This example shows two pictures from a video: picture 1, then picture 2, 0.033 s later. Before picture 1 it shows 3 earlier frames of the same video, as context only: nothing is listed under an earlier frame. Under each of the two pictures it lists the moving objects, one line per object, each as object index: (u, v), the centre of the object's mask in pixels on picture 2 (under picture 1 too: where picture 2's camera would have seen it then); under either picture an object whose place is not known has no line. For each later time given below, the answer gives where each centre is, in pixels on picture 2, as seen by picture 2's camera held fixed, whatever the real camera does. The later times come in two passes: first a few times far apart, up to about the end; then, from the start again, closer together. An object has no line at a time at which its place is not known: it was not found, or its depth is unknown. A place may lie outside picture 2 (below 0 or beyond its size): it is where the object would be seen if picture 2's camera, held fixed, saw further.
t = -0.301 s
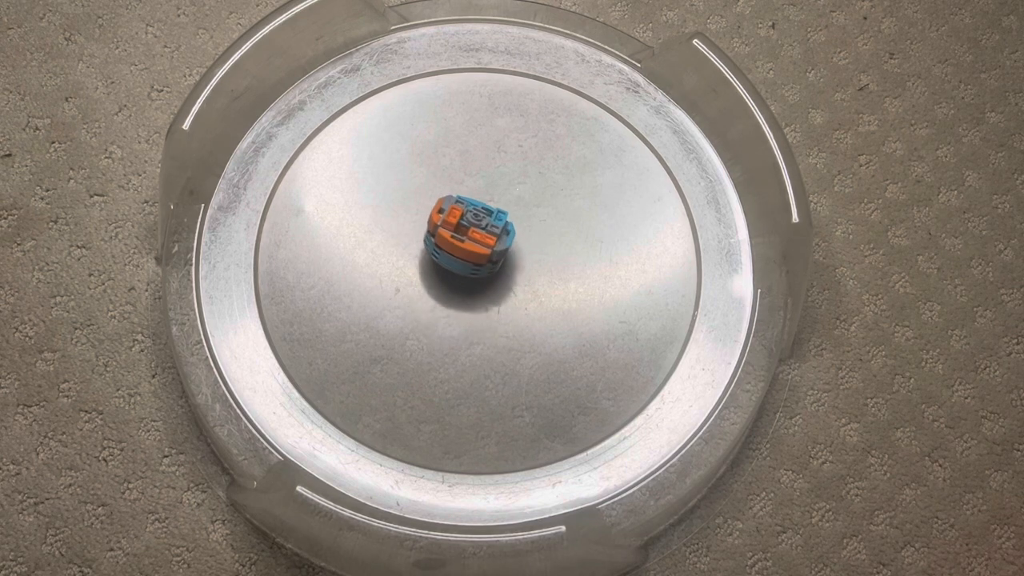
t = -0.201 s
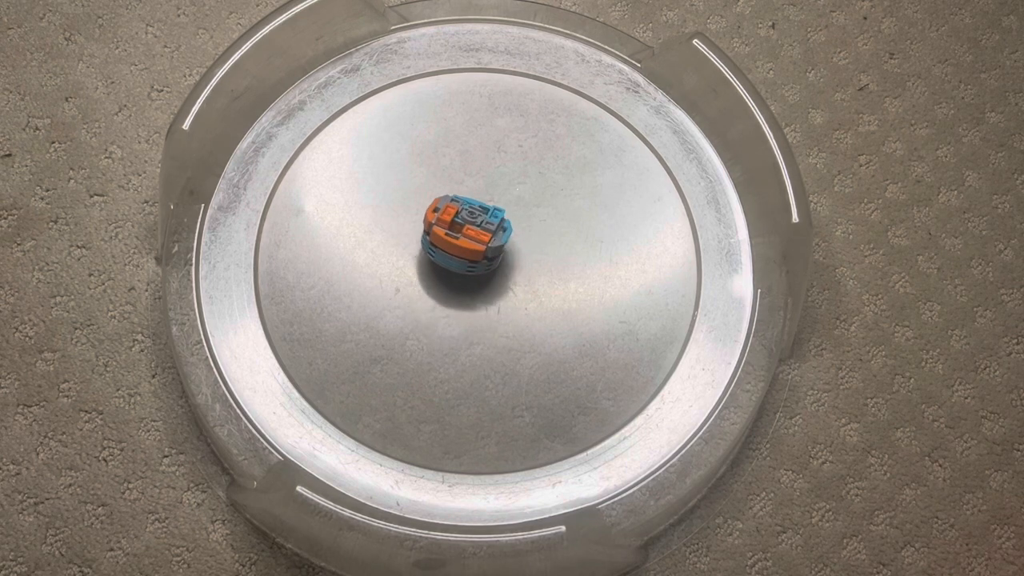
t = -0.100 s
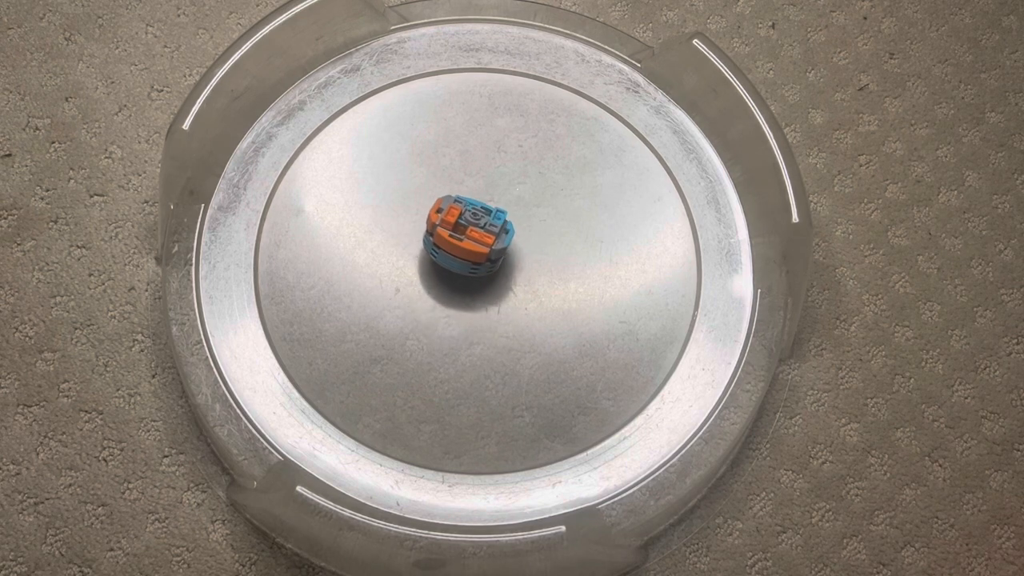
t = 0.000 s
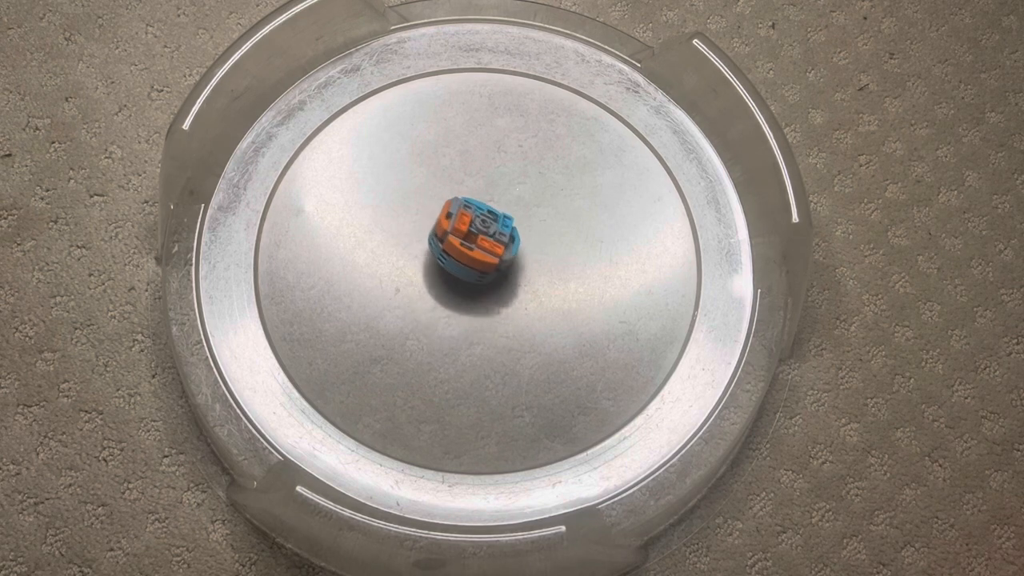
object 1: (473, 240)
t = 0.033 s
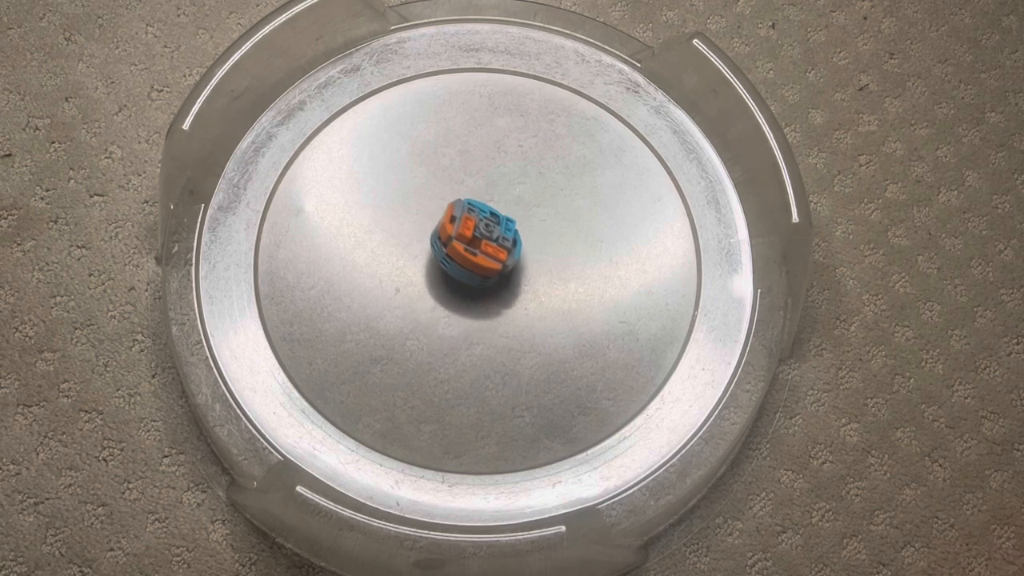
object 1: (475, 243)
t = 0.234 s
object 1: (476, 264)
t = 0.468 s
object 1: (464, 273)
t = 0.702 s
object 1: (472, 268)
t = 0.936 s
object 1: (477, 246)
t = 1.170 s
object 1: (466, 235)
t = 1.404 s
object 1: (474, 241)
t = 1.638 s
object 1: (476, 264)
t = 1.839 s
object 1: (466, 272)
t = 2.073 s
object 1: (469, 270)
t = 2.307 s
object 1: (479, 254)
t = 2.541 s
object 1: (469, 237)
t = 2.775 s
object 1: (472, 239)
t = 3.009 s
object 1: (478, 260)
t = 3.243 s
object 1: (468, 271)
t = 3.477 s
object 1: (468, 271)
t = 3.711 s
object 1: (478, 261)
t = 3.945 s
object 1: (474, 241)
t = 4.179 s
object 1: (470, 238)
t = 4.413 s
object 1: (479, 258)
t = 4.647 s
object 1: (470, 270)
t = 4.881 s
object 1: (472, 269)
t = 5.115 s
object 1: (479, 251)
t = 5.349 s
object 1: (470, 237)
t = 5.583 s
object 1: (476, 244)
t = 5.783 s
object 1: (477, 262)
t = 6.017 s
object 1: (470, 270)
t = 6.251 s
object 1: (477, 262)
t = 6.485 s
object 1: (475, 242)
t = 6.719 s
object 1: (471, 238)
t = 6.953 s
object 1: (479, 254)
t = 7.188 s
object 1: (472, 268)
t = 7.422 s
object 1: (475, 265)
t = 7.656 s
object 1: (477, 246)
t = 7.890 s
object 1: (470, 238)
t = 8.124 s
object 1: (479, 249)
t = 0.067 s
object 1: (477, 245)
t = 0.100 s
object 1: (478, 249)
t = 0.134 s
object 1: (479, 253)
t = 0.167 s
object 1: (479, 257)
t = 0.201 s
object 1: (478, 260)
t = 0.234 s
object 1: (476, 264)
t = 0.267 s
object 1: (474, 266)
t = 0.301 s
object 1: (472, 268)
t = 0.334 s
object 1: (470, 270)
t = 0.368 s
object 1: (468, 271)
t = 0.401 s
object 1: (467, 272)
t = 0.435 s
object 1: (465, 273)
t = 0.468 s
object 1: (464, 273)
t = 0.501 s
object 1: (464, 273)
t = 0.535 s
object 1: (464, 273)
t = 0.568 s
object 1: (465, 272)
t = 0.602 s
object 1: (467, 272)
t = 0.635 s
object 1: (469, 271)
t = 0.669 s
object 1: (470, 270)
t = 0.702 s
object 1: (472, 268)
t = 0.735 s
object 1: (474, 266)
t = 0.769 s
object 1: (476, 263)
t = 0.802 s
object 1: (478, 260)
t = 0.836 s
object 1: (479, 257)
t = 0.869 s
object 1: (479, 253)
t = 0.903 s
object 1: (478, 249)
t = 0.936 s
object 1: (477, 246)
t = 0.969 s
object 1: (476, 243)
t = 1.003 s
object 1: (473, 241)
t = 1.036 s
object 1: (471, 238)
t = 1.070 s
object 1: (469, 237)
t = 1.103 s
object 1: (468, 236)
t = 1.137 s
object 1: (467, 235)
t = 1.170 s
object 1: (466, 235)
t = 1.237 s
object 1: (466, 235)
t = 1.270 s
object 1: (467, 236)
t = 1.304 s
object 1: (468, 236)
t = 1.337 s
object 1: (470, 237)
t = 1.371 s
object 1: (472, 239)
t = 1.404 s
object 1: (474, 241)
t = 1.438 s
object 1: (476, 244)
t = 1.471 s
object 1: (478, 247)
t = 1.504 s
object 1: (479, 251)
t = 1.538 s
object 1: (479, 254)
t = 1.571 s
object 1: (479, 258)
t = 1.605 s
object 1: (477, 261)
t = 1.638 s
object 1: (476, 264)
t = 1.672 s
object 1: (474, 266)
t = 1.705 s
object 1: (472, 268)
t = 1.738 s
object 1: (470, 270)
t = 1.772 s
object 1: (469, 271)
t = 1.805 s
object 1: (468, 271)
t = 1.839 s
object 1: (466, 272)
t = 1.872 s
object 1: (466, 272)
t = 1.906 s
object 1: (465, 273)
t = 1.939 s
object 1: (465, 273)
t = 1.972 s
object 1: (466, 272)
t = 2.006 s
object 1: (467, 272)
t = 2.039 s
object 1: (468, 271)
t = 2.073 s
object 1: (469, 270)
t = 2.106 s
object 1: (471, 269)
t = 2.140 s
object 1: (472, 268)
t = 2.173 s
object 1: (474, 266)
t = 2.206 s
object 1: (476, 264)
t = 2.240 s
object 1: (477, 261)
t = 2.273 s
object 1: (479, 258)
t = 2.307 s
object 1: (479, 254)
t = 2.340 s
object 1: (479, 251)
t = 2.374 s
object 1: (478, 247)
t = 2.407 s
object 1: (476, 244)
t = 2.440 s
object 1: (475, 242)
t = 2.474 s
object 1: (473, 240)
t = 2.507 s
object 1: (471, 238)
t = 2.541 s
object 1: (469, 237)
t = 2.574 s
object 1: (468, 236)
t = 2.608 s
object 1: (468, 236)
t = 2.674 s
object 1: (468, 236)
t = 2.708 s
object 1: (469, 237)
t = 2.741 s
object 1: (471, 238)
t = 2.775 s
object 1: (472, 239)
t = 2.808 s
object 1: (475, 241)
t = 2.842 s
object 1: (476, 244)
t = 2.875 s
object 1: (478, 247)
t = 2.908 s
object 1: (479, 250)
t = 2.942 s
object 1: (479, 254)
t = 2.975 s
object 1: (479, 257)
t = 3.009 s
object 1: (478, 260)
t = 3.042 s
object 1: (477, 263)
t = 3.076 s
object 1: (475, 266)
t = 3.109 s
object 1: (473, 268)
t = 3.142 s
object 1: (472, 269)
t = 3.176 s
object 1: (470, 270)
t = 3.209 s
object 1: (469, 271)
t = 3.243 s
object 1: (468, 271)
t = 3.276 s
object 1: (468, 272)
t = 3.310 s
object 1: (467, 272)
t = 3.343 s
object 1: (467, 272)
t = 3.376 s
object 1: (467, 272)
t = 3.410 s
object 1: (467, 272)
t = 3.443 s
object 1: (468, 272)
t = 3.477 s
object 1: (468, 271)
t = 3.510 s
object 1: (469, 271)
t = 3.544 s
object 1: (470, 270)
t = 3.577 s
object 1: (471, 269)
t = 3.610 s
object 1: (473, 268)
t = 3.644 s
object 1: (474, 266)
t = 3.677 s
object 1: (476, 264)
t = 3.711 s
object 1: (478, 261)
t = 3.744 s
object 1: (479, 259)
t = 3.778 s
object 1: (479, 255)
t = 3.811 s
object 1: (479, 252)
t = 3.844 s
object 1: (478, 248)
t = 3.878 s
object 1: (477, 245)
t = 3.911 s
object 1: (475, 243)
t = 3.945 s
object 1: (474, 241)
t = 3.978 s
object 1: (472, 239)
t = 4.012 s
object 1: (470, 238)
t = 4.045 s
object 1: (469, 237)
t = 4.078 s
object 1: (469, 237)
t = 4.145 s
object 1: (469, 237)
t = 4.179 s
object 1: (470, 238)
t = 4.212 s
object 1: (472, 239)
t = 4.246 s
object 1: (474, 241)
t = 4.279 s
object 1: (477, 245)
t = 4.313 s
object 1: (478, 248)
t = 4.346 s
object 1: (479, 252)
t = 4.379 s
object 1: (479, 255)
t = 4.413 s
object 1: (479, 258)
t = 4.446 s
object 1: (478, 261)
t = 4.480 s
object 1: (476, 264)
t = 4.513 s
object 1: (475, 266)
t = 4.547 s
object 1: (473, 268)
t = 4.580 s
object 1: (472, 269)
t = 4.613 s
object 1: (471, 270)
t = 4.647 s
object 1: (470, 270)
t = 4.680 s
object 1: (470, 270)
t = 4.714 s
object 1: (469, 271)
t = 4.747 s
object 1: (469, 271)
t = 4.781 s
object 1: (469, 271)
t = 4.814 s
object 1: (470, 270)
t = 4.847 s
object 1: (471, 270)
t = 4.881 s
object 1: (472, 269)
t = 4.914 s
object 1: (473, 267)
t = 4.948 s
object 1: (475, 266)
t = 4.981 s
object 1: (476, 263)
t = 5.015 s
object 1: (478, 261)
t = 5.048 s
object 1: (479, 258)
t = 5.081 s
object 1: (479, 254)
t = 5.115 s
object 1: (479, 251)
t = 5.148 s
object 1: (478, 248)
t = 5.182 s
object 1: (477, 245)
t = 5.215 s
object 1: (476, 243)
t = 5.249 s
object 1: (474, 241)
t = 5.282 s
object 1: (472, 239)
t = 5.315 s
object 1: (471, 238)
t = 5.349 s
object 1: (470, 237)
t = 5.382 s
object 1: (469, 237)
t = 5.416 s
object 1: (469, 237)
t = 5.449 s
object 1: (470, 238)
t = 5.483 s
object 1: (471, 238)
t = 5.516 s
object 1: (473, 240)
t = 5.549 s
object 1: (475, 242)
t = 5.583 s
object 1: (476, 244)
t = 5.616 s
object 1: (478, 246)
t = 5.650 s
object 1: (479, 249)
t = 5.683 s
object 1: (479, 253)
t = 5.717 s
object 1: (479, 256)
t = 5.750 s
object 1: (478, 259)
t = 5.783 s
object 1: (477, 262)
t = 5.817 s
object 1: (476, 264)
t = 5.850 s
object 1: (475, 266)
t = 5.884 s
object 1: (473, 267)
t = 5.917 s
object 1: (472, 268)
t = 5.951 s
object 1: (471, 269)
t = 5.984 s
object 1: (471, 269)
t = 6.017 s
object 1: (470, 270)
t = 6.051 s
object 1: (471, 270)
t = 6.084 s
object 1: (471, 269)
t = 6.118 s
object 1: (472, 269)
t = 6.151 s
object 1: (473, 268)
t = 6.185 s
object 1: (474, 266)
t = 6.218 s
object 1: (476, 264)
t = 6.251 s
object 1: (477, 262)
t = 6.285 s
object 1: (478, 259)
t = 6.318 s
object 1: (479, 256)
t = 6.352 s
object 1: (479, 253)
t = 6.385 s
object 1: (479, 250)
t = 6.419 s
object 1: (478, 247)
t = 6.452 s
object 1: (477, 244)
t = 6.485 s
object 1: (475, 242)
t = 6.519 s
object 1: (474, 240)
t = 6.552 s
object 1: (472, 239)
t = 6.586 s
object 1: (471, 238)
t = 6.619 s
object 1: (470, 237)
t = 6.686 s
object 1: (470, 238)
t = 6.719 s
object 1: (471, 238)
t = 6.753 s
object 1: (472, 239)
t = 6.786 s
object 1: (474, 241)
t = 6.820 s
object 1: (476, 243)
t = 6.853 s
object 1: (477, 245)
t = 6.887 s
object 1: (478, 248)
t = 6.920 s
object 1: (479, 251)
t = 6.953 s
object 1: (479, 254)
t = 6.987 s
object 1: (479, 257)
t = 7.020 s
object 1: (478, 260)
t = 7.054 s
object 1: (477, 262)
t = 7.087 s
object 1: (475, 265)
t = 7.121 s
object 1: (474, 266)
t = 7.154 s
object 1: (473, 267)
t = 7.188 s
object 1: (472, 268)
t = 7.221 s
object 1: (471, 269)
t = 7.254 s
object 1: (471, 269)
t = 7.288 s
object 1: (471, 269)
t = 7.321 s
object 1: (472, 269)
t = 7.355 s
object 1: (473, 268)
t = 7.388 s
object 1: (474, 267)
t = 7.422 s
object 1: (475, 265)
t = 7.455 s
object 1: (477, 263)
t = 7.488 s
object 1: (478, 260)
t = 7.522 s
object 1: (479, 258)
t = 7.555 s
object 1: (479, 255)
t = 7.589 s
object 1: (479, 252)
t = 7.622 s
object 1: (478, 248)
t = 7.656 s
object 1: (477, 246)
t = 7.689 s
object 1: (476, 243)
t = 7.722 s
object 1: (475, 242)
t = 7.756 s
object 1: (473, 240)
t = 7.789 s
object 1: (472, 239)
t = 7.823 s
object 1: (471, 238)
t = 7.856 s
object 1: (471, 238)
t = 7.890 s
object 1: (470, 238)
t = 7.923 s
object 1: (471, 238)
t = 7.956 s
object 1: (472, 239)
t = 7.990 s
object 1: (474, 240)
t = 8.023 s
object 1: (475, 242)
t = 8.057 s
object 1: (476, 244)
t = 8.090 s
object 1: (477, 246)
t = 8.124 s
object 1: (479, 249)
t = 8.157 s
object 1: (479, 252)
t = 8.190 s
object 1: (479, 255)
